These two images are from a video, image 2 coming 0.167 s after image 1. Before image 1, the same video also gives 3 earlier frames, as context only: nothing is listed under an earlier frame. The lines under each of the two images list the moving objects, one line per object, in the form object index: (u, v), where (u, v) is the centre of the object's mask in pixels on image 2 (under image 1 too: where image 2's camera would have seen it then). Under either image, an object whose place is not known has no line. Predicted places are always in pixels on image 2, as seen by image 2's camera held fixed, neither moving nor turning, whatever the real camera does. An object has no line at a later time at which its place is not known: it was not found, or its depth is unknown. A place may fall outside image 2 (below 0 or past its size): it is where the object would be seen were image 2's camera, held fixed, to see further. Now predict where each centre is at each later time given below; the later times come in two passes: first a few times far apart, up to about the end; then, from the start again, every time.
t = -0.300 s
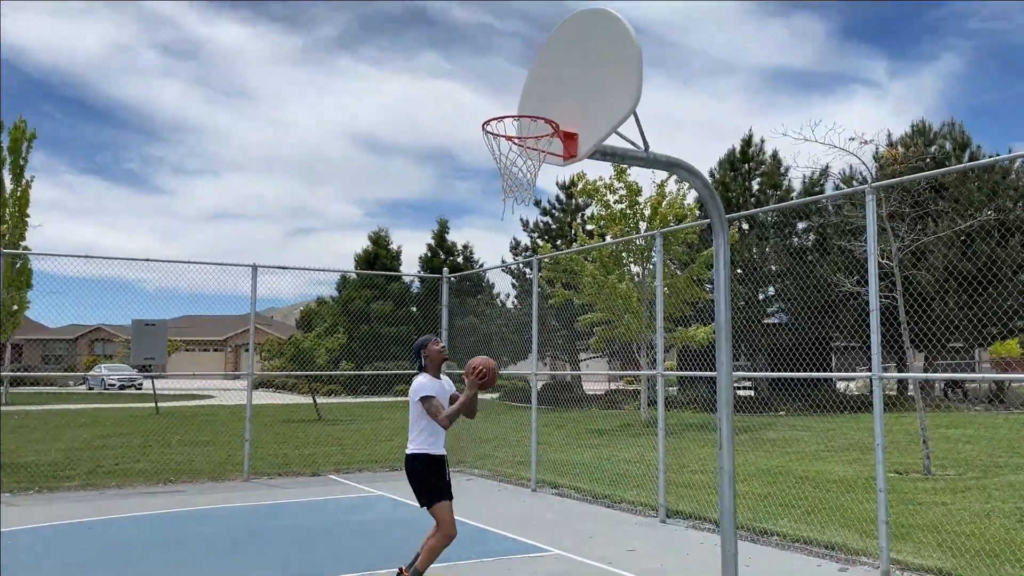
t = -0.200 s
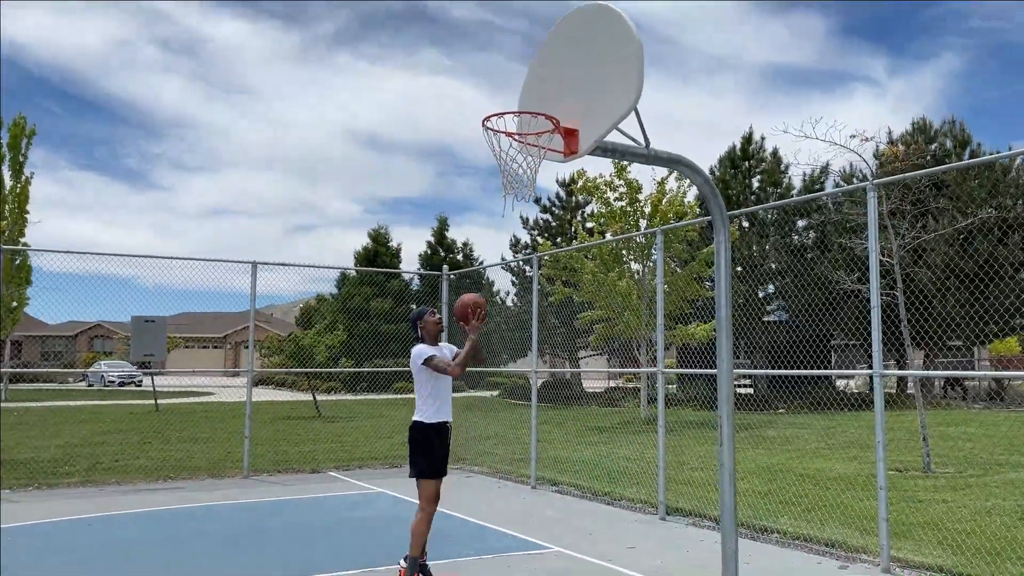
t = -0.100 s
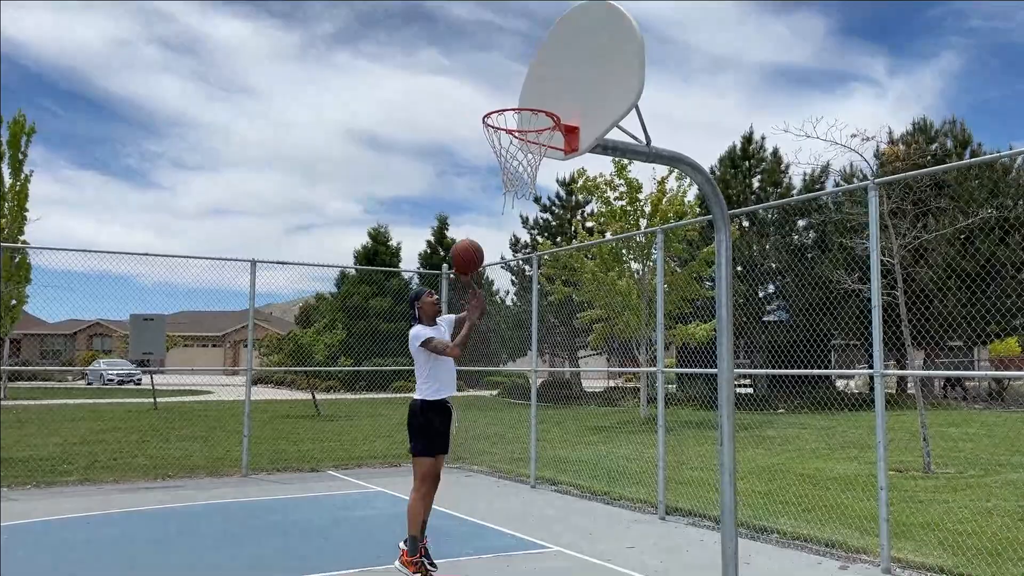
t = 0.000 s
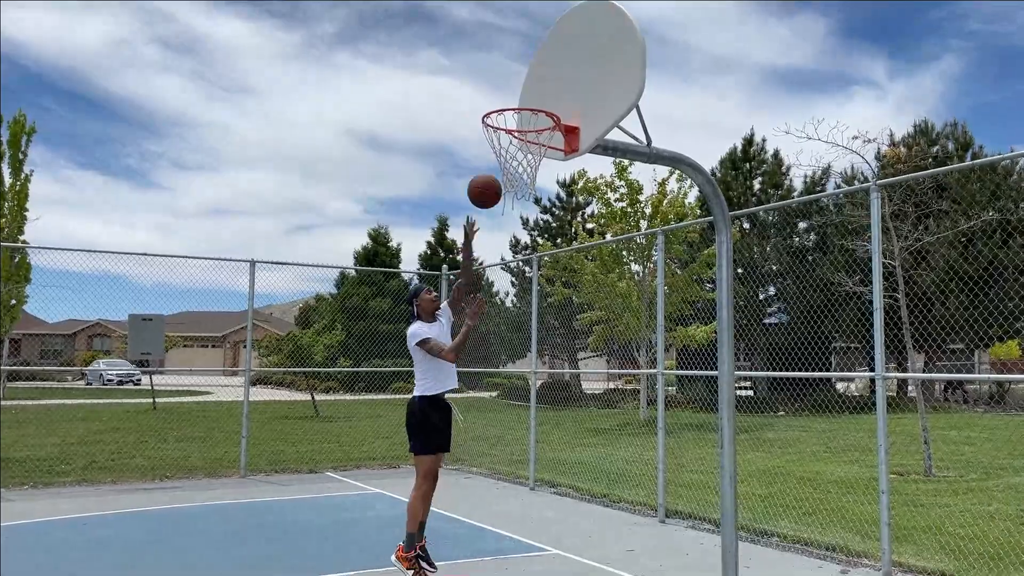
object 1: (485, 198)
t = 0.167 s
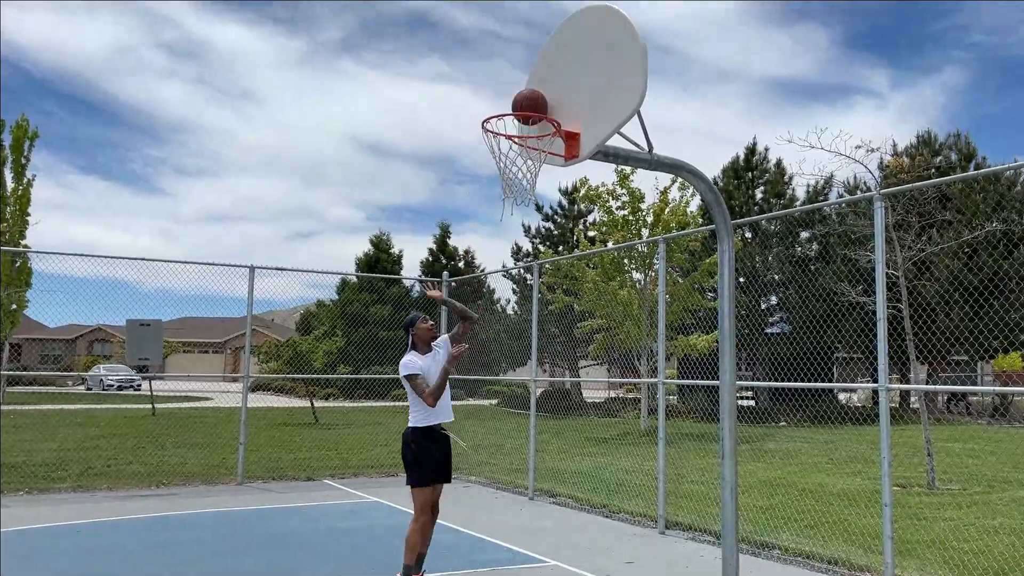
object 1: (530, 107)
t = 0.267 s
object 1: (536, 76)
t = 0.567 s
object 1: (537, 74)
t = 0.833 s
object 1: (535, 207)
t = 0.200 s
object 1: (536, 94)
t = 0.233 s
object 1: (536, 84)
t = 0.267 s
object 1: (536, 76)
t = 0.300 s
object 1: (536, 69)
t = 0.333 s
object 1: (537, 64)
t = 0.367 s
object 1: (537, 60)
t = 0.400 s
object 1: (537, 58)
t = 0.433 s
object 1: (537, 57)
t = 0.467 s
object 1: (537, 59)
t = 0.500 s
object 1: (537, 62)
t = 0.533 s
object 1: (537, 67)
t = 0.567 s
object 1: (537, 74)
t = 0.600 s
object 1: (536, 83)
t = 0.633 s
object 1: (536, 93)
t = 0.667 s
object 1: (536, 106)
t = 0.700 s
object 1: (536, 122)
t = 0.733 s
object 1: (536, 139)
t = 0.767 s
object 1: (536, 160)
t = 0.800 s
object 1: (535, 182)
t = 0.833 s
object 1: (535, 207)
